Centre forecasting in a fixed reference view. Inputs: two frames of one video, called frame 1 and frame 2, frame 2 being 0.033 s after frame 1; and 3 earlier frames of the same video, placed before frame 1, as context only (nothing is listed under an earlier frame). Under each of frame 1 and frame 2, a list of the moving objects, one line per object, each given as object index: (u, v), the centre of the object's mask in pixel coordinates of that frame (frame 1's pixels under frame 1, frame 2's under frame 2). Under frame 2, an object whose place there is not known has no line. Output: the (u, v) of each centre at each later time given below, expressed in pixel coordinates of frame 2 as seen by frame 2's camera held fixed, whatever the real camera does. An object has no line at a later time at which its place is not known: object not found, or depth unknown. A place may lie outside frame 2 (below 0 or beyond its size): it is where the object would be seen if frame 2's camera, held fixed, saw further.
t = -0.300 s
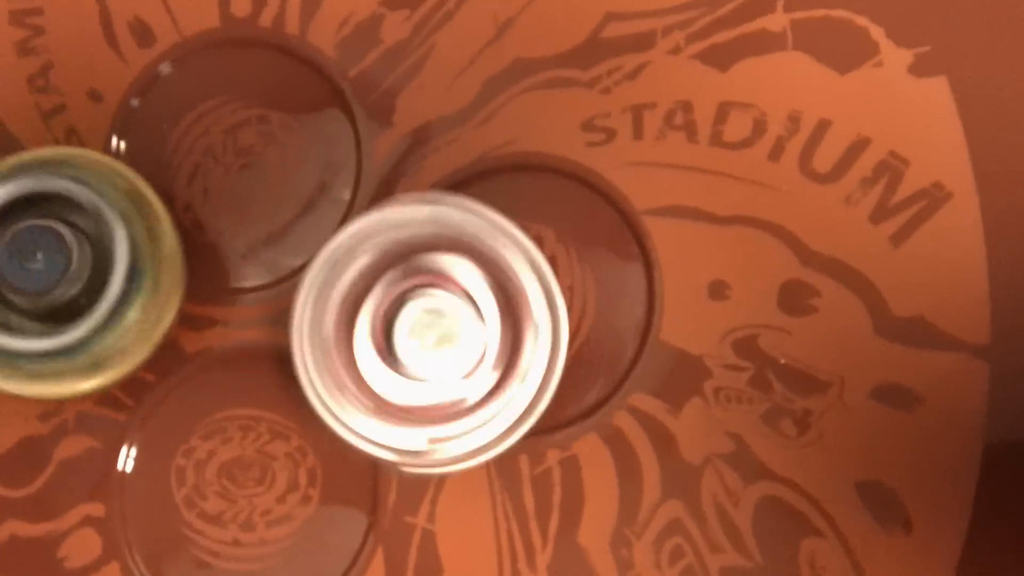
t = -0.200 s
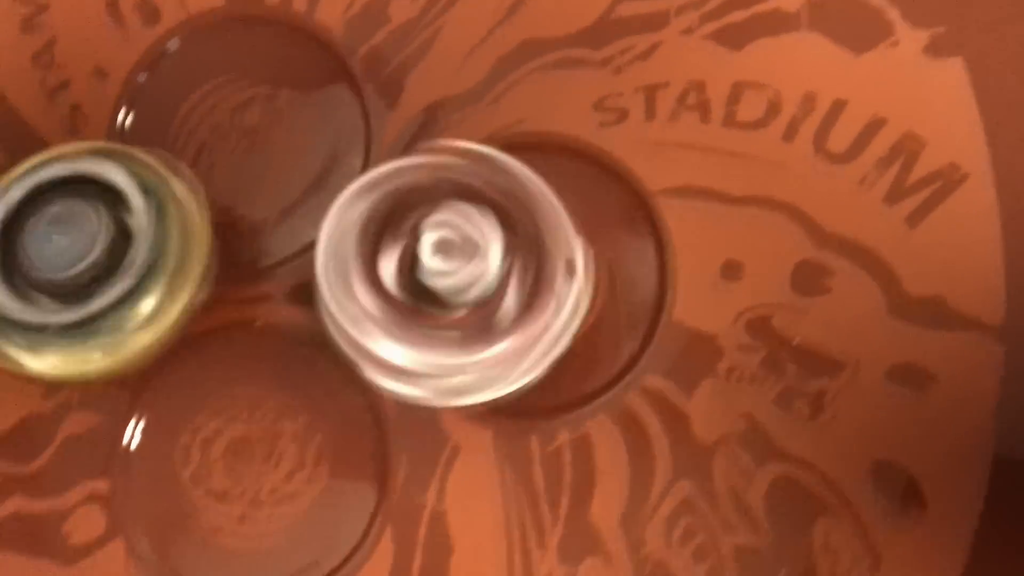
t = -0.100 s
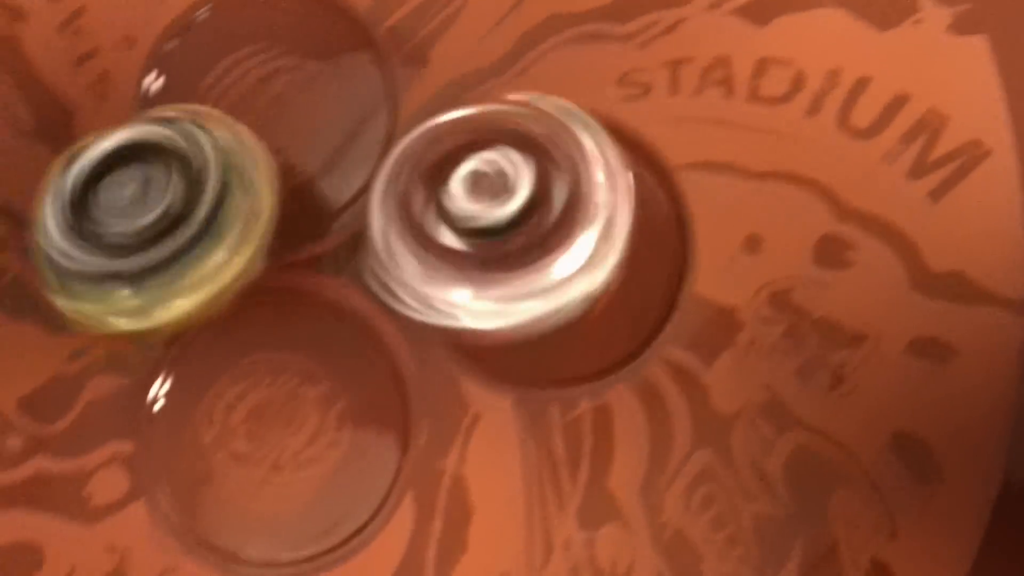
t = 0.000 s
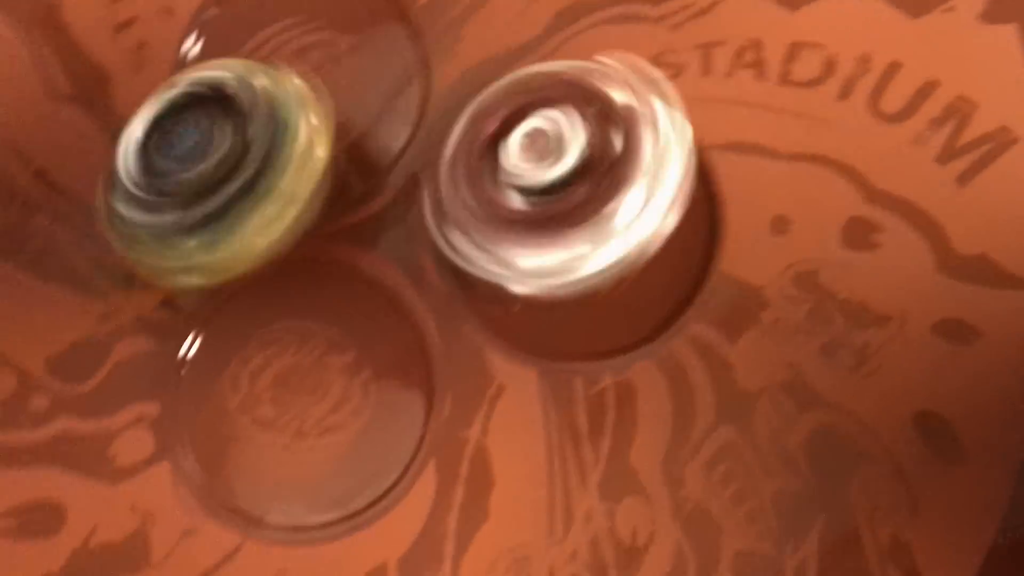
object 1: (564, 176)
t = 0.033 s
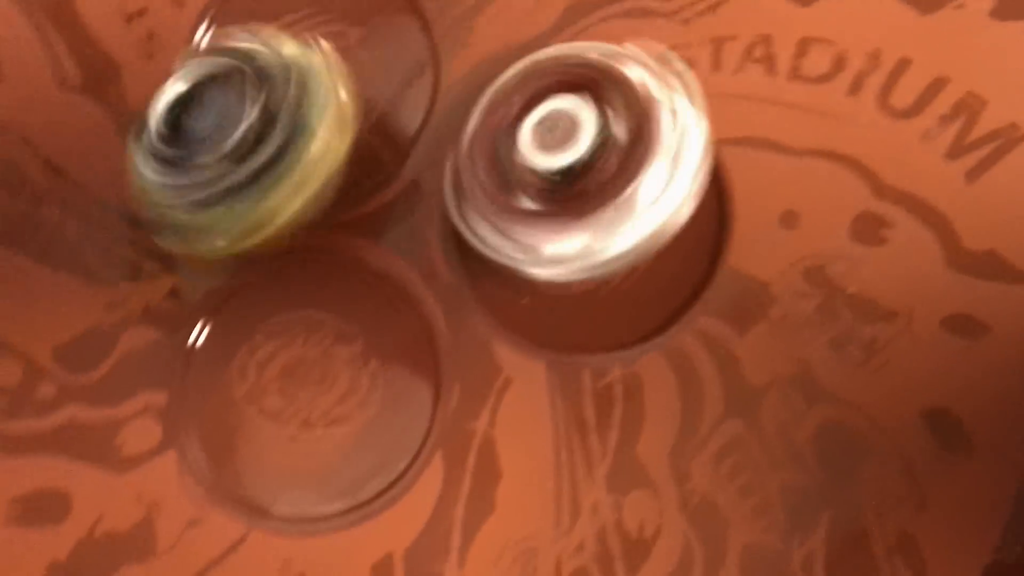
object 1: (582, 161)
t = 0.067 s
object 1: (590, 154)
